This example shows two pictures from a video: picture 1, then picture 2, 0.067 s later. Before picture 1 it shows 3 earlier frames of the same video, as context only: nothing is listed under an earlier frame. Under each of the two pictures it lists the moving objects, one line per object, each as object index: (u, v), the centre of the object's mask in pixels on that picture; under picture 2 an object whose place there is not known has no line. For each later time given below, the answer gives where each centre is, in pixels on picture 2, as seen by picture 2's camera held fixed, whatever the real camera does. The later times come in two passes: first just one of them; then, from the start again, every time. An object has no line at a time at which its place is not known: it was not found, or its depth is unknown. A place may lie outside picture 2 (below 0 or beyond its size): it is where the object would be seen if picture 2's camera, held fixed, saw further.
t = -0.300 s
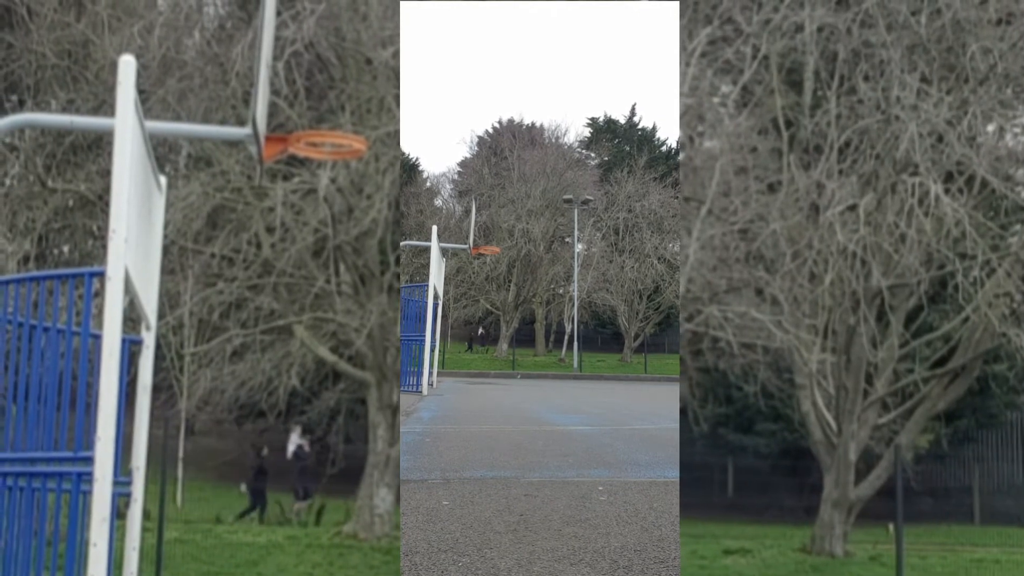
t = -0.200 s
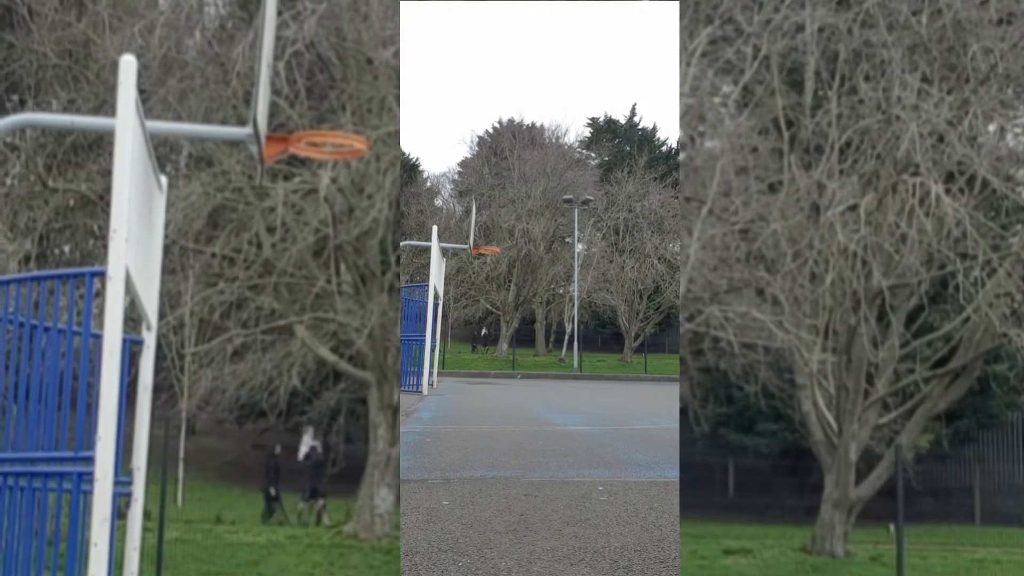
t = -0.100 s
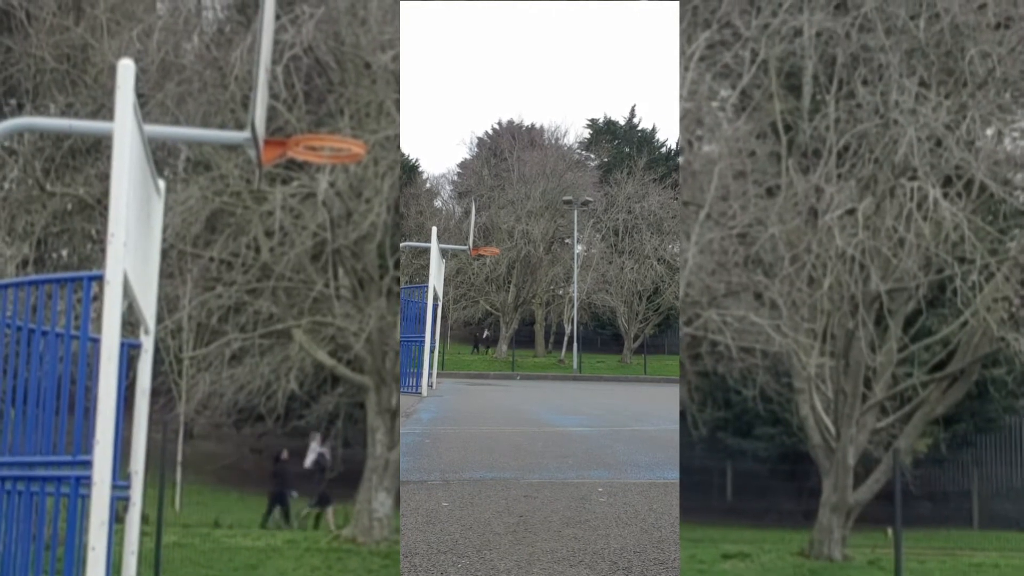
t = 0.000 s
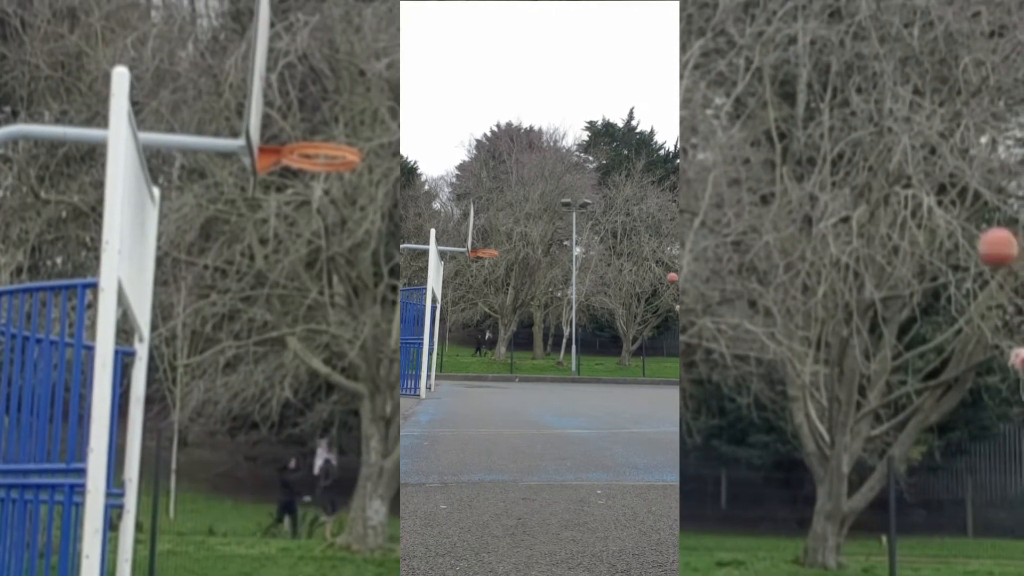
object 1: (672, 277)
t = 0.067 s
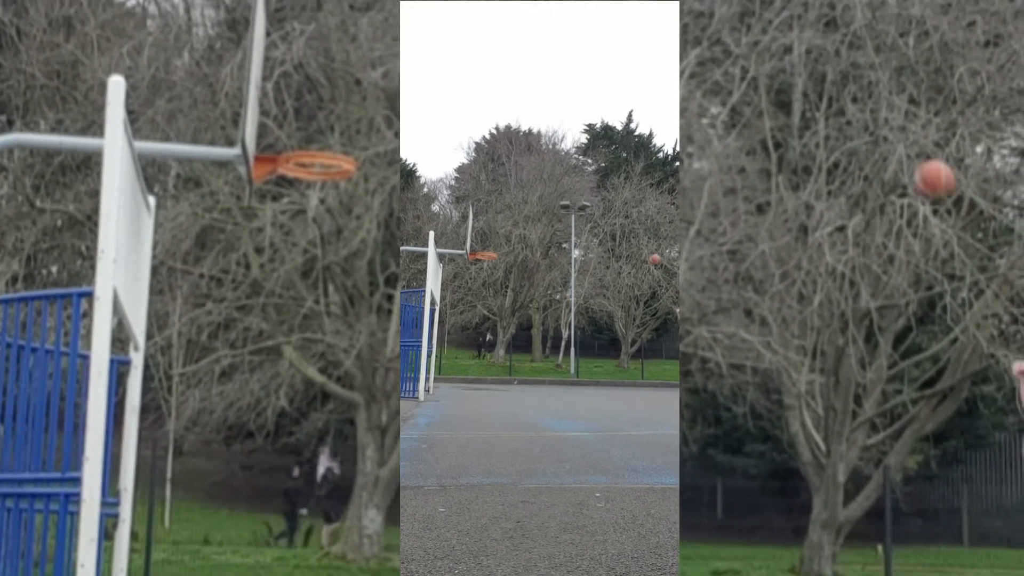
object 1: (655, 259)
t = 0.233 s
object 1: (624, 216)
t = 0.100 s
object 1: (652, 251)
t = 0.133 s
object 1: (642, 237)
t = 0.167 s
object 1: (637, 232)
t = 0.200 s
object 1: (628, 221)
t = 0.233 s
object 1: (624, 216)
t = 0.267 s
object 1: (616, 208)
